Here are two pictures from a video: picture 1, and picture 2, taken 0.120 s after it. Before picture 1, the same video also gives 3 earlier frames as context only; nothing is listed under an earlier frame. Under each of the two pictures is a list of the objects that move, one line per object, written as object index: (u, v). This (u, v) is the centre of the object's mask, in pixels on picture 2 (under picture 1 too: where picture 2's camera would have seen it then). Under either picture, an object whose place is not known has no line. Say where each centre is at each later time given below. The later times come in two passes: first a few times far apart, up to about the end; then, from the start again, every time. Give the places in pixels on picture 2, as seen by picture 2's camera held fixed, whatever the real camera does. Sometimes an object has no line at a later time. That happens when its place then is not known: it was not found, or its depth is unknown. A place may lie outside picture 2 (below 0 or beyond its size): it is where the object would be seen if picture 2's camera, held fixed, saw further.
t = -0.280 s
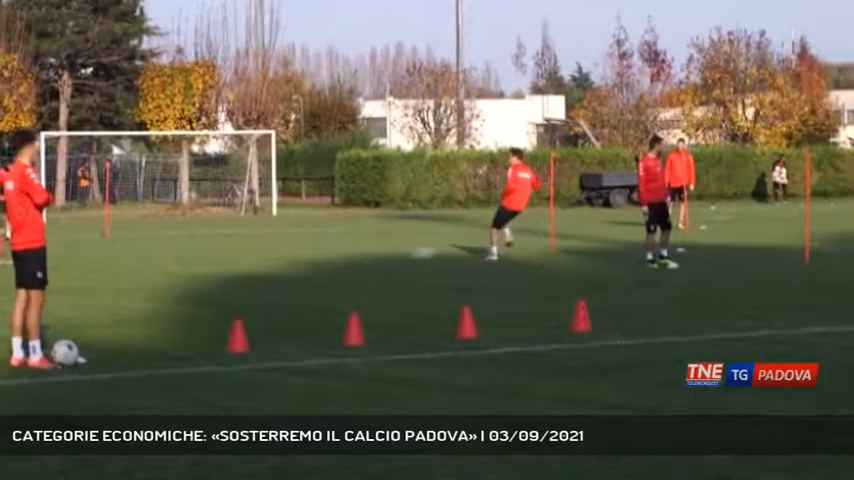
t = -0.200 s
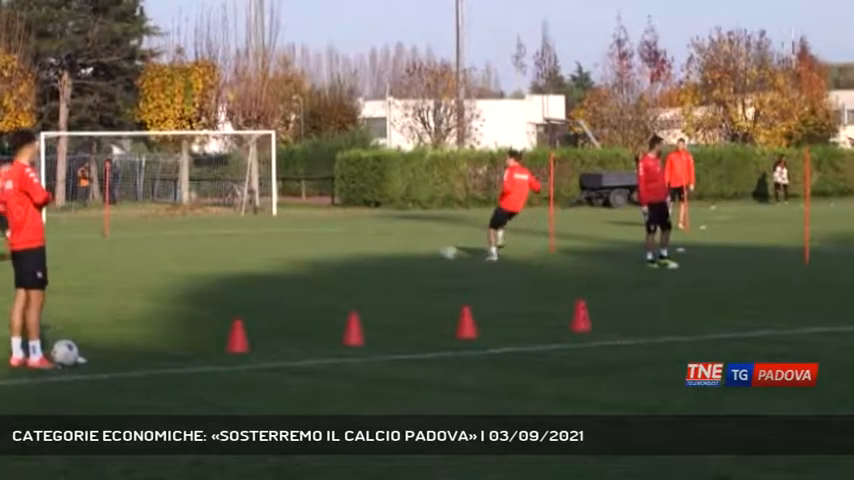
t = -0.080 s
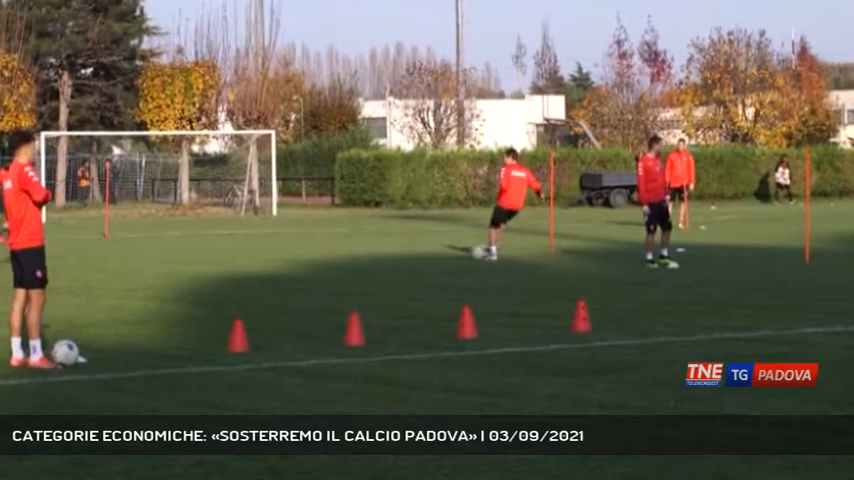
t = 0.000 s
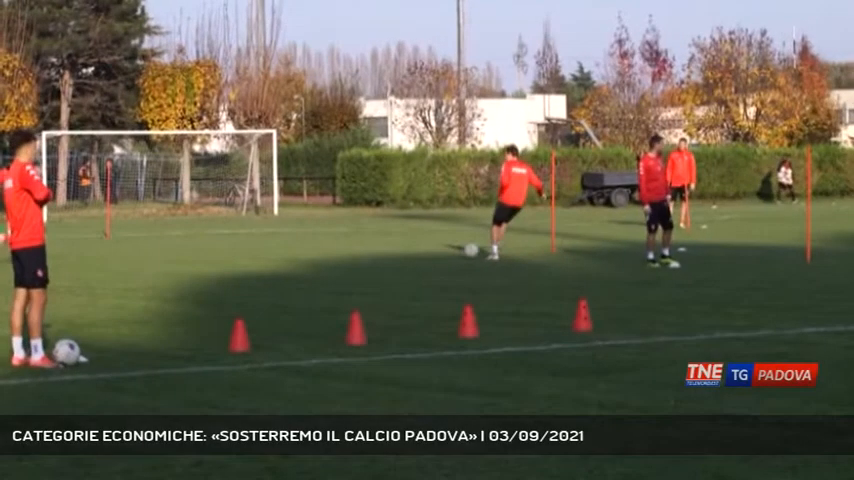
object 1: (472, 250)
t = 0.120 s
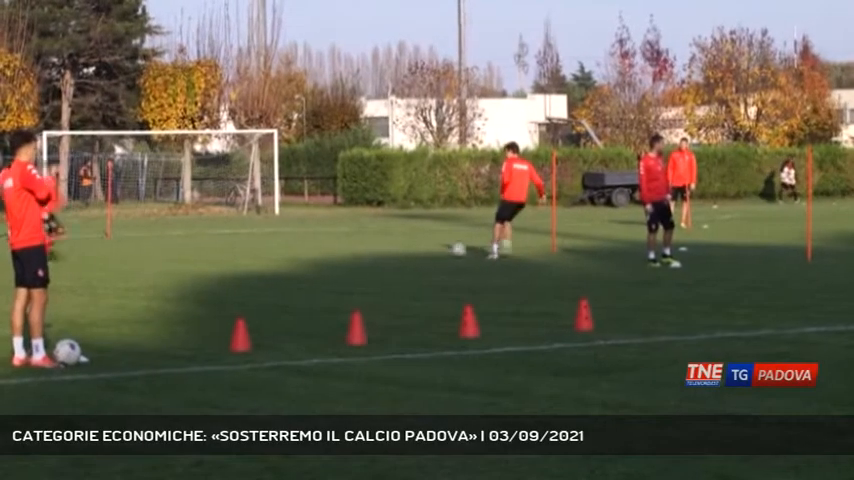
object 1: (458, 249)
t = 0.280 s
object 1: (441, 250)
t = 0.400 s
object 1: (432, 250)
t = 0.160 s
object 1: (453, 250)
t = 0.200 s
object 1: (448, 251)
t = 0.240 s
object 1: (445, 250)
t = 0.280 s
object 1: (441, 250)
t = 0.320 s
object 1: (439, 250)
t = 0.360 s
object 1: (435, 250)
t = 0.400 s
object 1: (432, 250)
